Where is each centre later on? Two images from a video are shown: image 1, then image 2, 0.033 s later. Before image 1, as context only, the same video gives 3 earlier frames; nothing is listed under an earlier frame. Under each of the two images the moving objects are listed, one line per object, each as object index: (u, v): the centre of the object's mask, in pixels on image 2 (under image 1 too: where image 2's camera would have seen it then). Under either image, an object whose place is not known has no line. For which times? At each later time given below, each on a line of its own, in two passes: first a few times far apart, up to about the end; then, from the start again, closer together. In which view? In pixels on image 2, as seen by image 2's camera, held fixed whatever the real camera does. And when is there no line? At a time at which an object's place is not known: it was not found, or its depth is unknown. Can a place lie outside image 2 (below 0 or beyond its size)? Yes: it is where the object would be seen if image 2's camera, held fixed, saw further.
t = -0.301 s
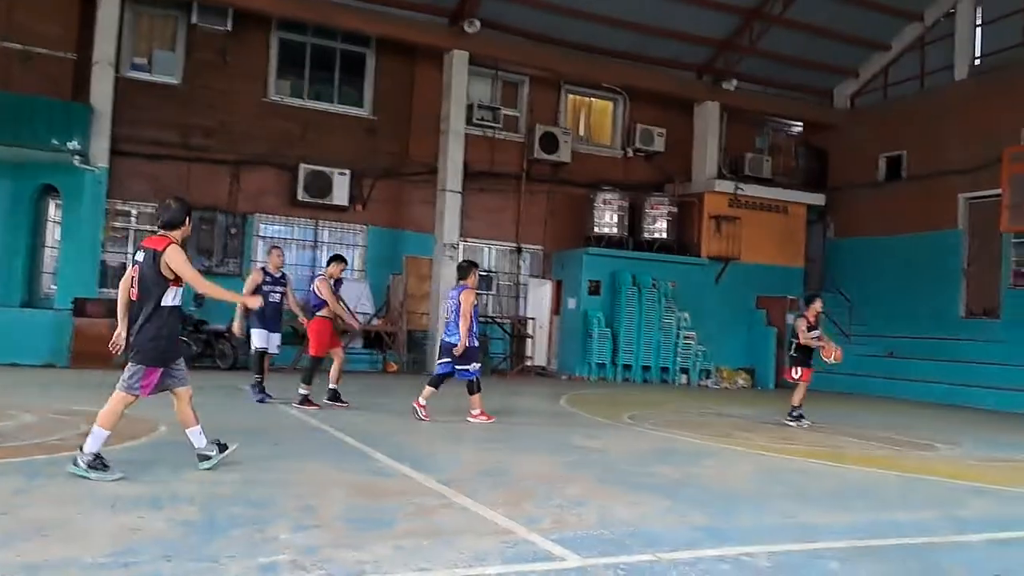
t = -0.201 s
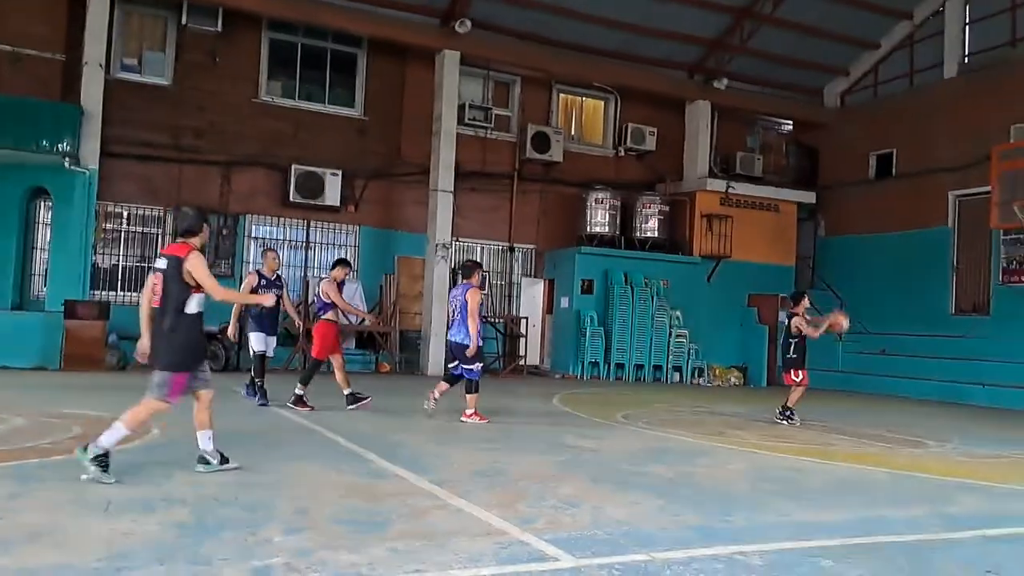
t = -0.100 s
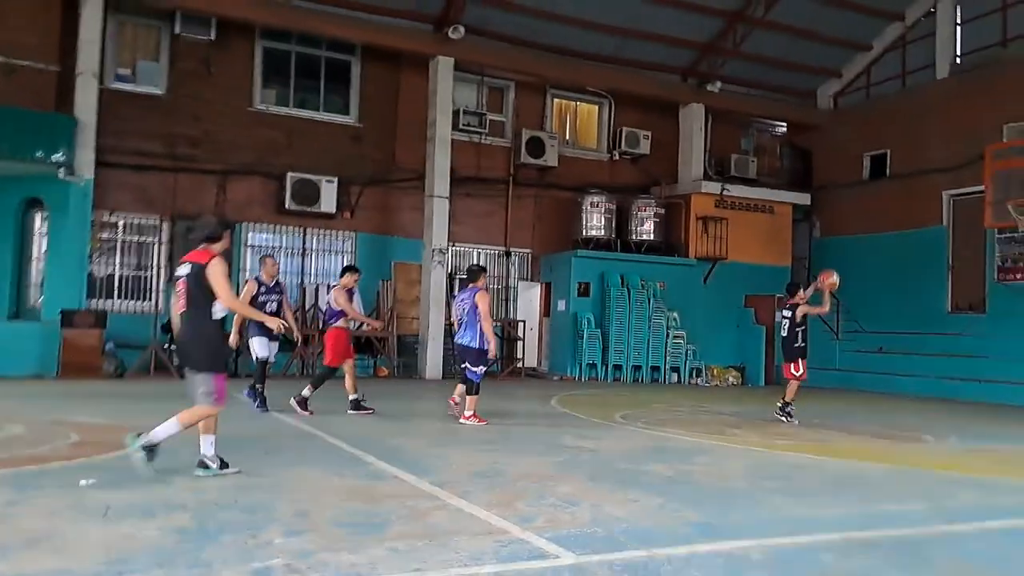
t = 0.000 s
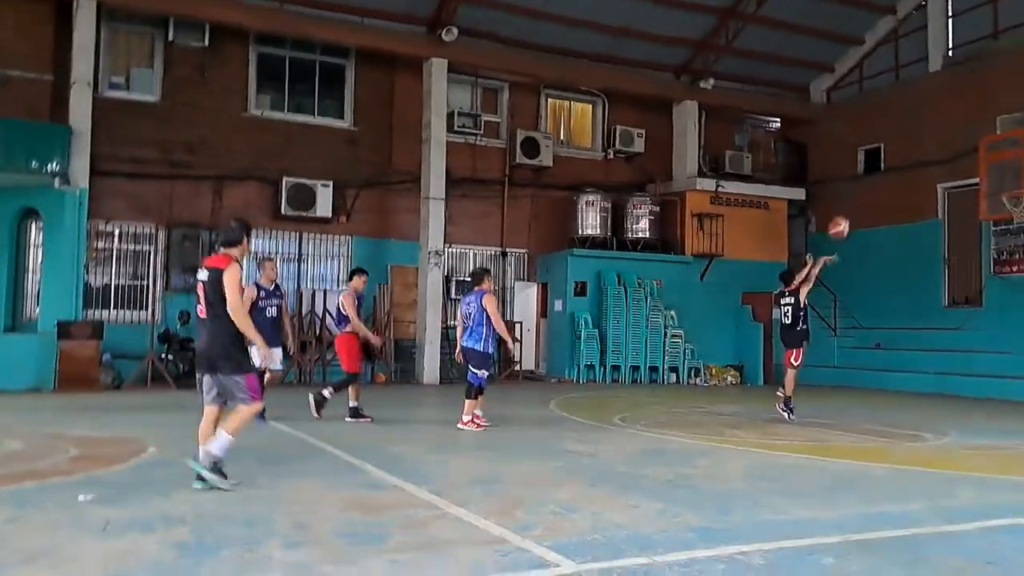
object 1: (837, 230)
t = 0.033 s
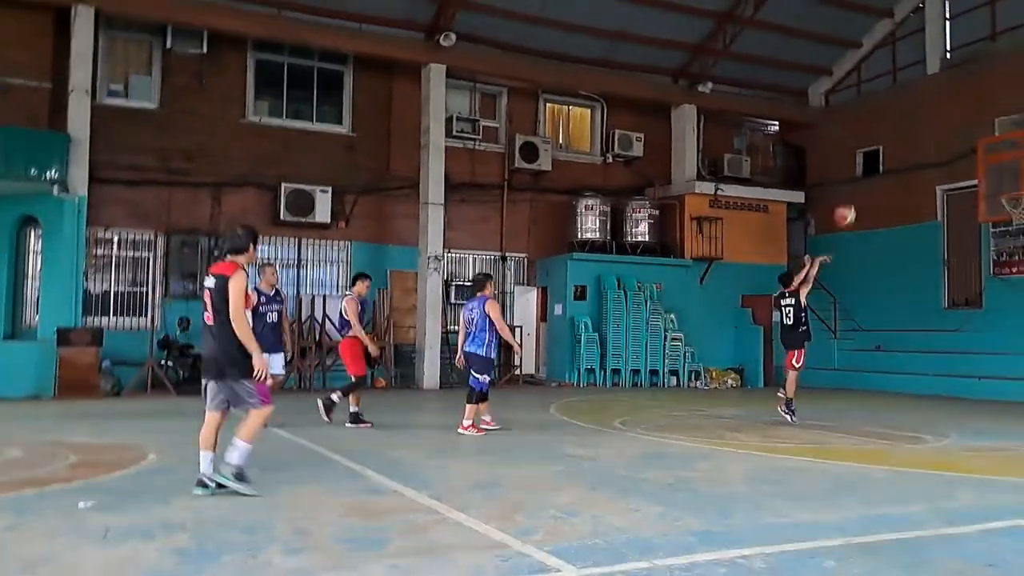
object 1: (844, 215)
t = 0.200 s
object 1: (877, 158)
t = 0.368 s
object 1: (908, 122)
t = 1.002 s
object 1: (1013, 180)
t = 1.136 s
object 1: (1010, 191)
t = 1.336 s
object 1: (999, 232)
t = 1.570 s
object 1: (986, 329)
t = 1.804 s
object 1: (971, 384)
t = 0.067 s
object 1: (851, 201)
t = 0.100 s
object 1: (857, 189)
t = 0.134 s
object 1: (864, 178)
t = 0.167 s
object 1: (870, 167)
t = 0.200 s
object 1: (877, 158)
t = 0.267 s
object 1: (889, 140)
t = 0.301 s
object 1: (895, 133)
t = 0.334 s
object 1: (901, 127)
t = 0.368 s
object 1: (908, 122)
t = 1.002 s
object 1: (1013, 180)
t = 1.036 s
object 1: (1015, 190)
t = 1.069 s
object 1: (1014, 188)
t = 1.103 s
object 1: (1012, 191)
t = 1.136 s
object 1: (1010, 191)
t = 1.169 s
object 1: (1009, 195)
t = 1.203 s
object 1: (1007, 198)
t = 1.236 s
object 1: (1005, 203)
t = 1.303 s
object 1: (1000, 223)
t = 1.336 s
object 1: (999, 232)
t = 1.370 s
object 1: (996, 242)
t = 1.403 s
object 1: (995, 253)
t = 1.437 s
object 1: (993, 266)
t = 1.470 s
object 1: (991, 279)
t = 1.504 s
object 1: (989, 294)
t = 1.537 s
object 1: (987, 310)
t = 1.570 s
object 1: (986, 329)
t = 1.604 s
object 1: (984, 348)
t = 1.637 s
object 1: (982, 368)
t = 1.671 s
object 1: (980, 392)
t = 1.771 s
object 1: (974, 402)
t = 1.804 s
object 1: (971, 384)
